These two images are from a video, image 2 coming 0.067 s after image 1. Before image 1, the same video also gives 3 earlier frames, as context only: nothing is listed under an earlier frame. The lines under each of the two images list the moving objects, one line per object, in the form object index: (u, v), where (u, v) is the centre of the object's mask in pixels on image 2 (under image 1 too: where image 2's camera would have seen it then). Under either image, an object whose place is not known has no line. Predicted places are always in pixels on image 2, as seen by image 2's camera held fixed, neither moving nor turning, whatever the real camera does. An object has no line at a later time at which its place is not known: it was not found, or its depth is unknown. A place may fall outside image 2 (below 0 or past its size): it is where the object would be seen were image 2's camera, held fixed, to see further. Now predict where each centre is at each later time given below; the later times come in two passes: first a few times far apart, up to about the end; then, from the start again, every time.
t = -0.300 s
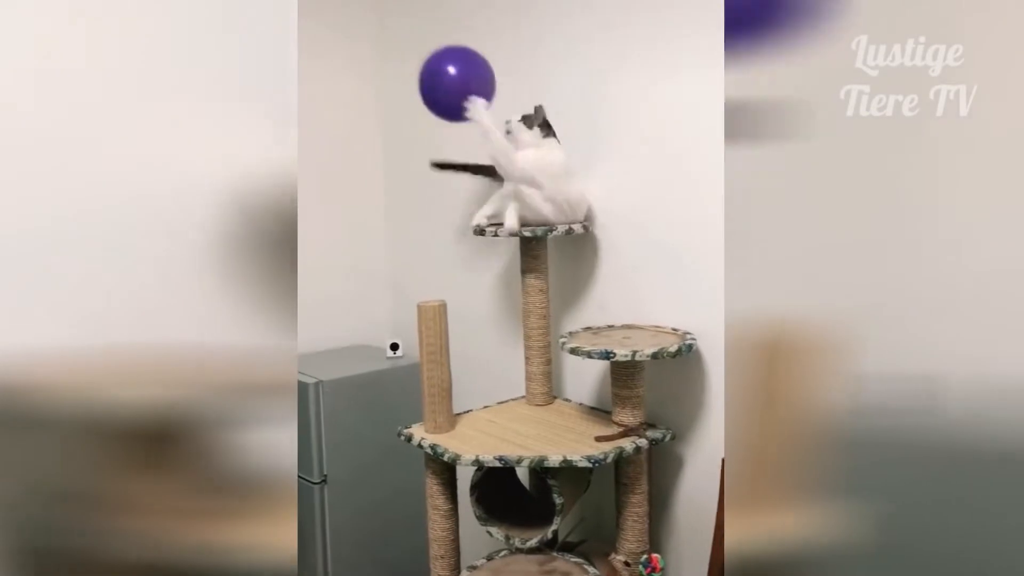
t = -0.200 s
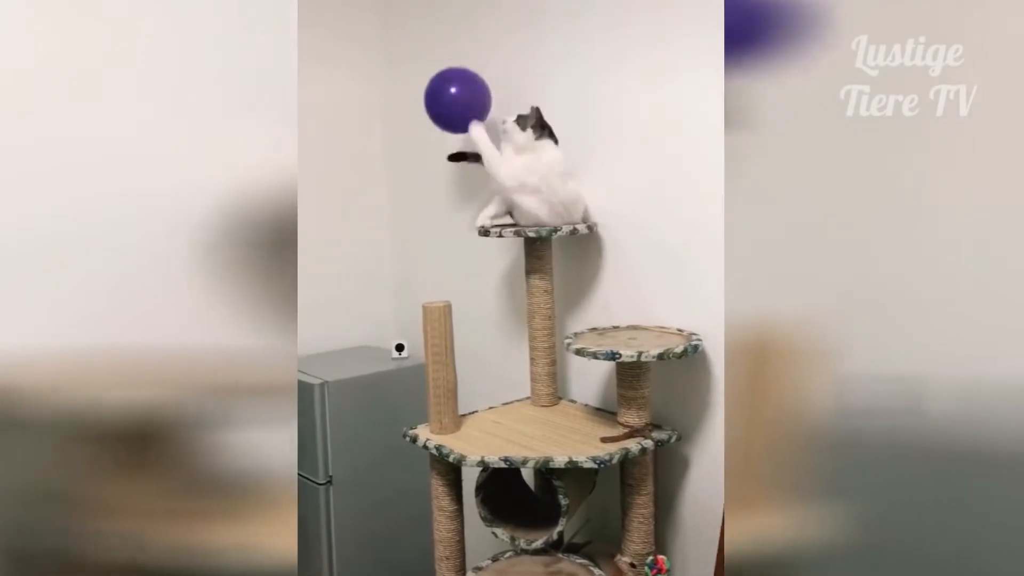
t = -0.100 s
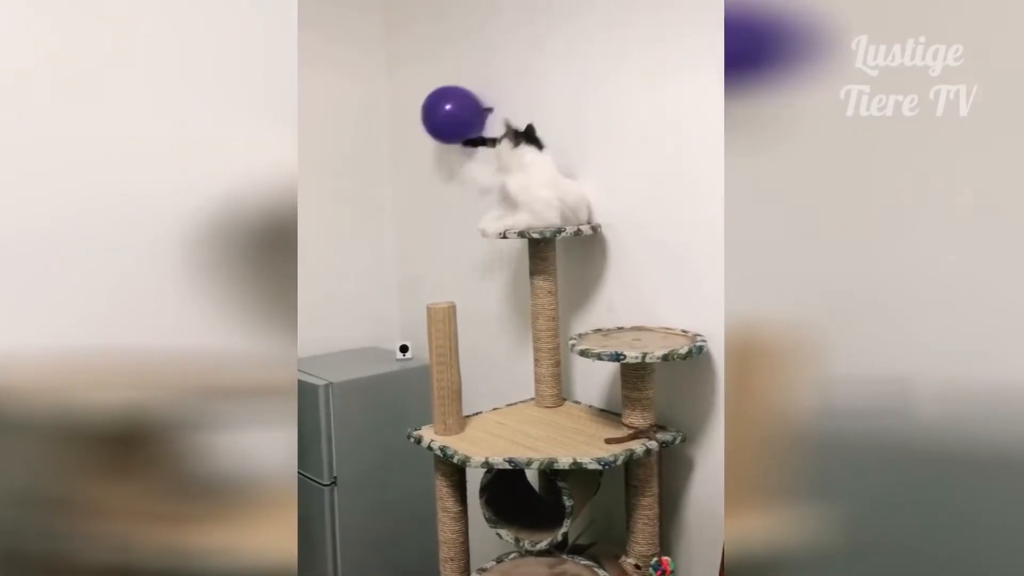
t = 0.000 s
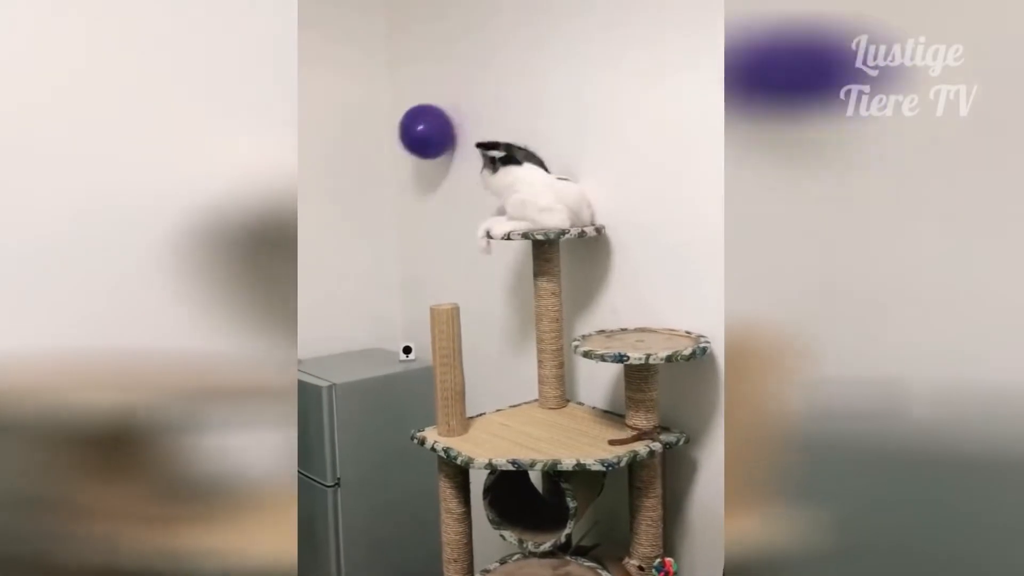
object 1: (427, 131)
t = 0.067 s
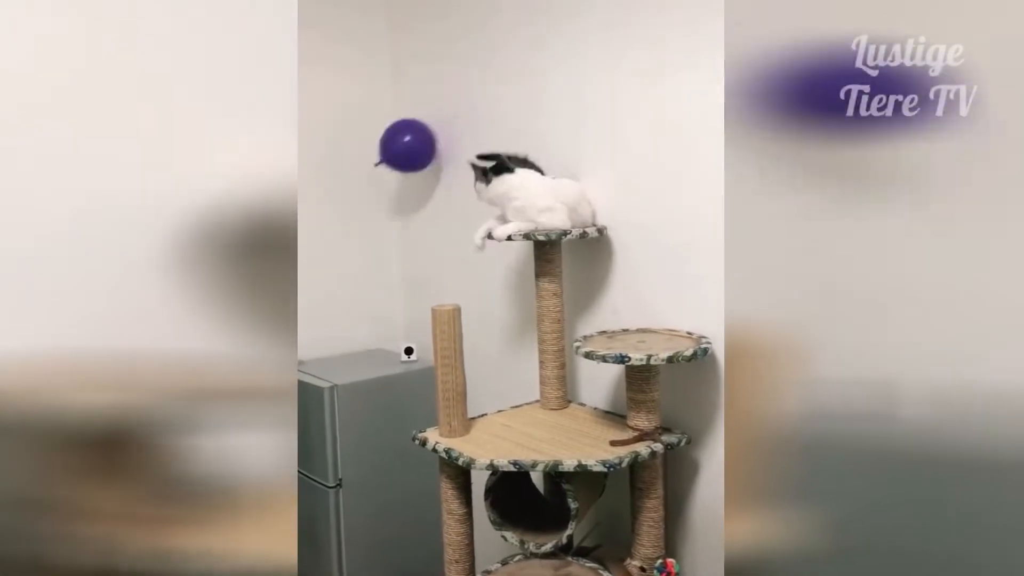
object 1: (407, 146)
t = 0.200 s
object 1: (372, 180)
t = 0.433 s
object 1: (336, 257)
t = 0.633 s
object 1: (337, 327)
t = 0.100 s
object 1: (399, 154)
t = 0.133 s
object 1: (389, 161)
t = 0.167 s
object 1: (380, 171)
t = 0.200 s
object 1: (372, 180)
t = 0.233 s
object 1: (365, 190)
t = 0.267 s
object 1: (359, 201)
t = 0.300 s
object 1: (352, 211)
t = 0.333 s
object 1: (347, 222)
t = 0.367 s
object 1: (343, 233)
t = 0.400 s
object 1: (340, 245)
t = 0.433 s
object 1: (336, 257)
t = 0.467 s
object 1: (334, 269)
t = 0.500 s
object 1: (333, 281)
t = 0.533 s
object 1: (333, 292)
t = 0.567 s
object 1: (334, 304)
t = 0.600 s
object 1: (336, 316)
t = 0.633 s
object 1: (337, 327)
